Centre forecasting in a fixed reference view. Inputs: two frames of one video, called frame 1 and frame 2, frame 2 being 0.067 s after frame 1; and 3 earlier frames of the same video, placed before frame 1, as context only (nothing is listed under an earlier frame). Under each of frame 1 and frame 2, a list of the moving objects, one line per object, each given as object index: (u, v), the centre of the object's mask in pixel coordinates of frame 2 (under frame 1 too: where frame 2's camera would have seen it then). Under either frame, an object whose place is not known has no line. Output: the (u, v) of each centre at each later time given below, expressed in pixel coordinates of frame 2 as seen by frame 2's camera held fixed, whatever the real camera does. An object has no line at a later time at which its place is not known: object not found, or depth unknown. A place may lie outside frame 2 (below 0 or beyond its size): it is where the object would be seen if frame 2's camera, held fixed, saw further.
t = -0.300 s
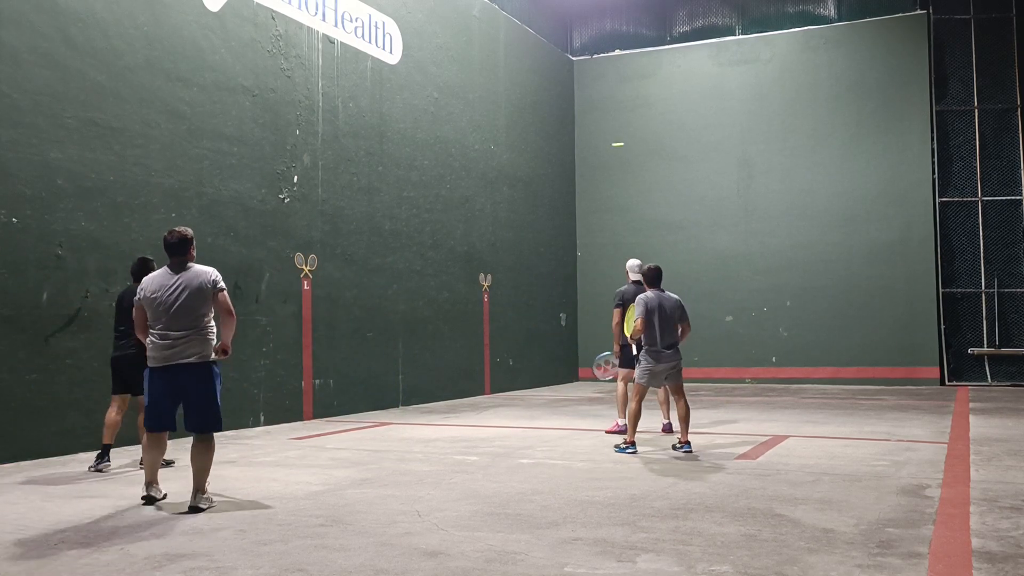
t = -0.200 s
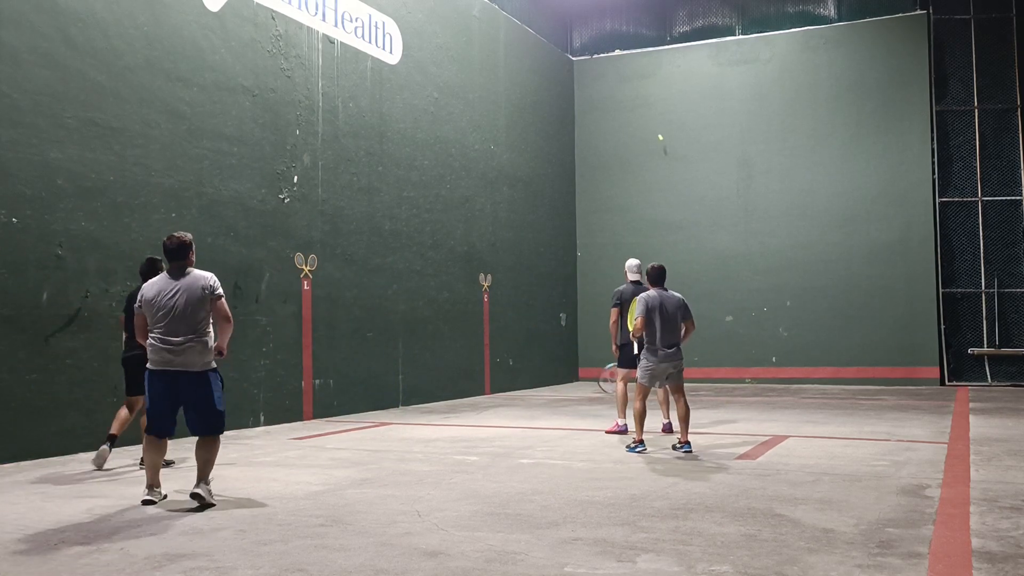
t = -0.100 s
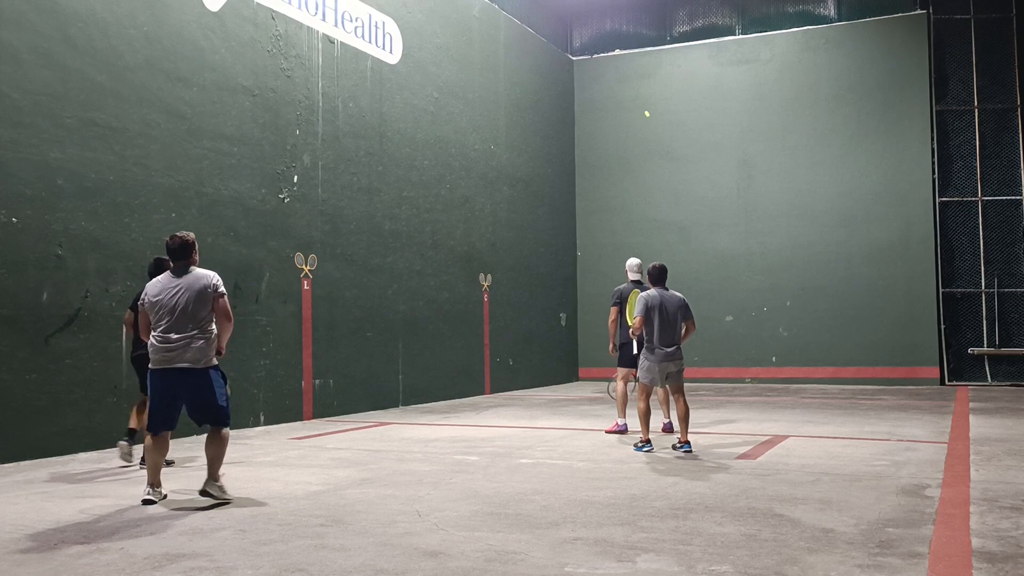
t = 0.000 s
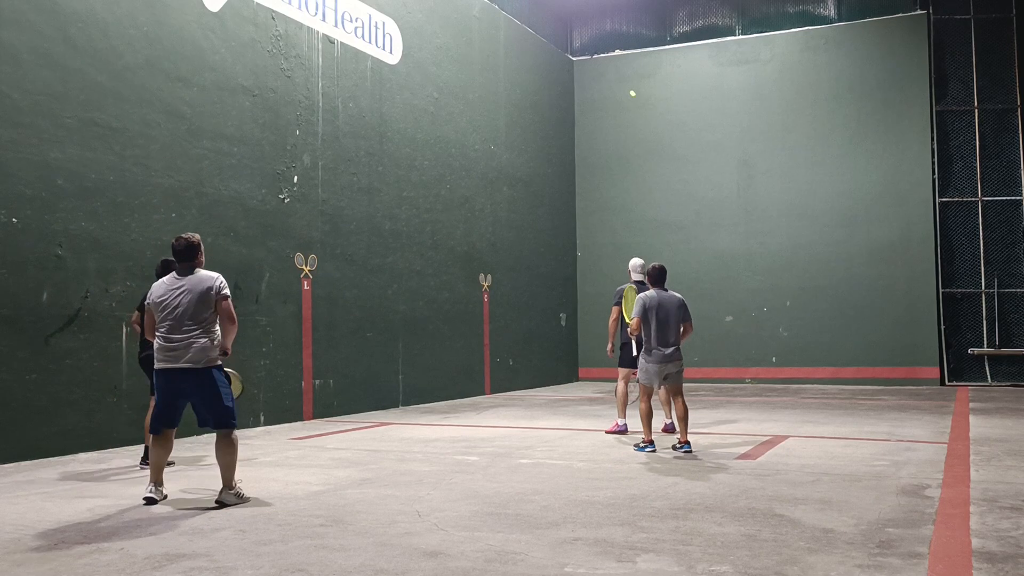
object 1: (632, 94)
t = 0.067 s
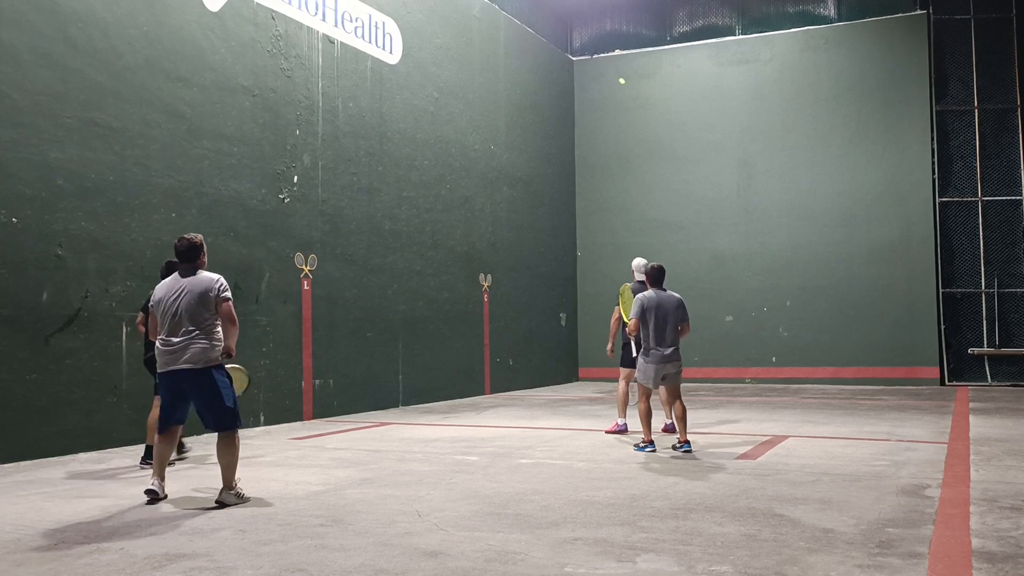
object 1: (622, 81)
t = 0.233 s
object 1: (591, 57)
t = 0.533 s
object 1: (514, 53)
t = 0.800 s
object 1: (396, 136)
